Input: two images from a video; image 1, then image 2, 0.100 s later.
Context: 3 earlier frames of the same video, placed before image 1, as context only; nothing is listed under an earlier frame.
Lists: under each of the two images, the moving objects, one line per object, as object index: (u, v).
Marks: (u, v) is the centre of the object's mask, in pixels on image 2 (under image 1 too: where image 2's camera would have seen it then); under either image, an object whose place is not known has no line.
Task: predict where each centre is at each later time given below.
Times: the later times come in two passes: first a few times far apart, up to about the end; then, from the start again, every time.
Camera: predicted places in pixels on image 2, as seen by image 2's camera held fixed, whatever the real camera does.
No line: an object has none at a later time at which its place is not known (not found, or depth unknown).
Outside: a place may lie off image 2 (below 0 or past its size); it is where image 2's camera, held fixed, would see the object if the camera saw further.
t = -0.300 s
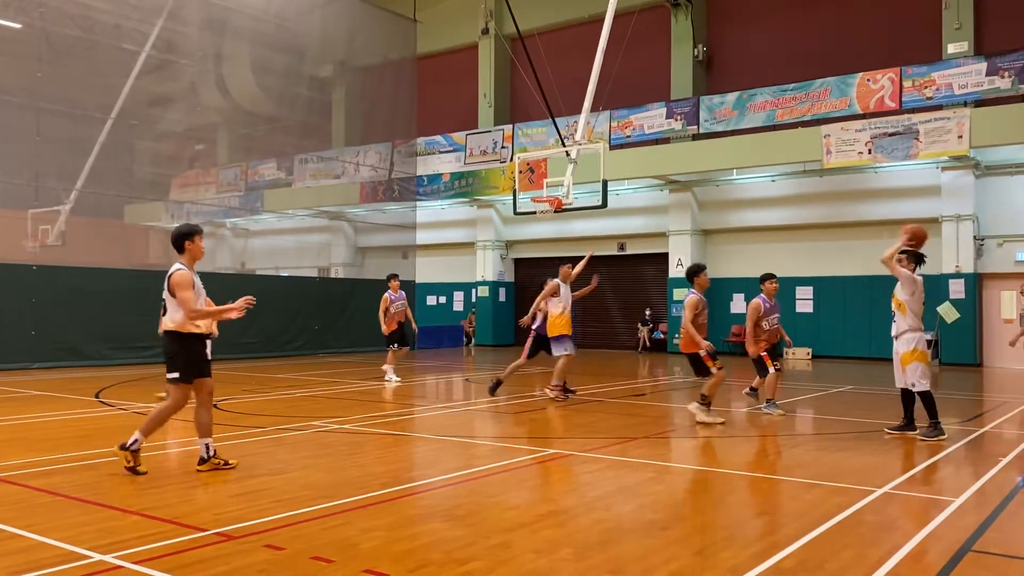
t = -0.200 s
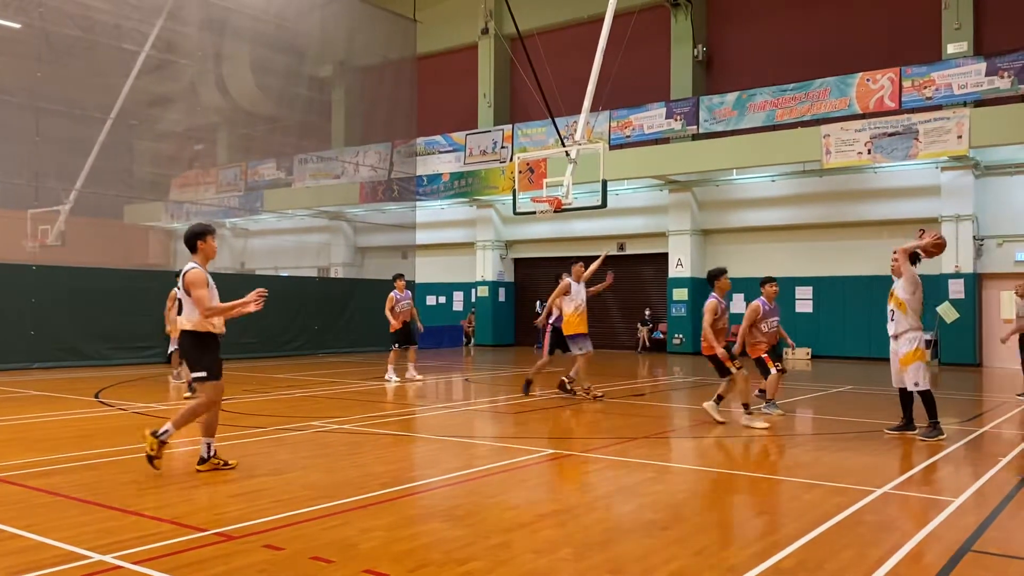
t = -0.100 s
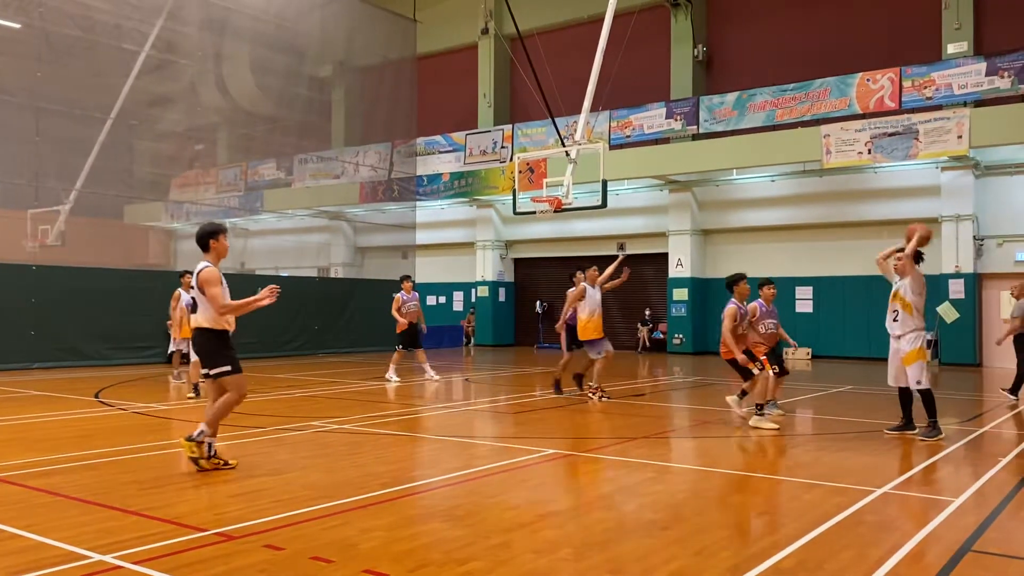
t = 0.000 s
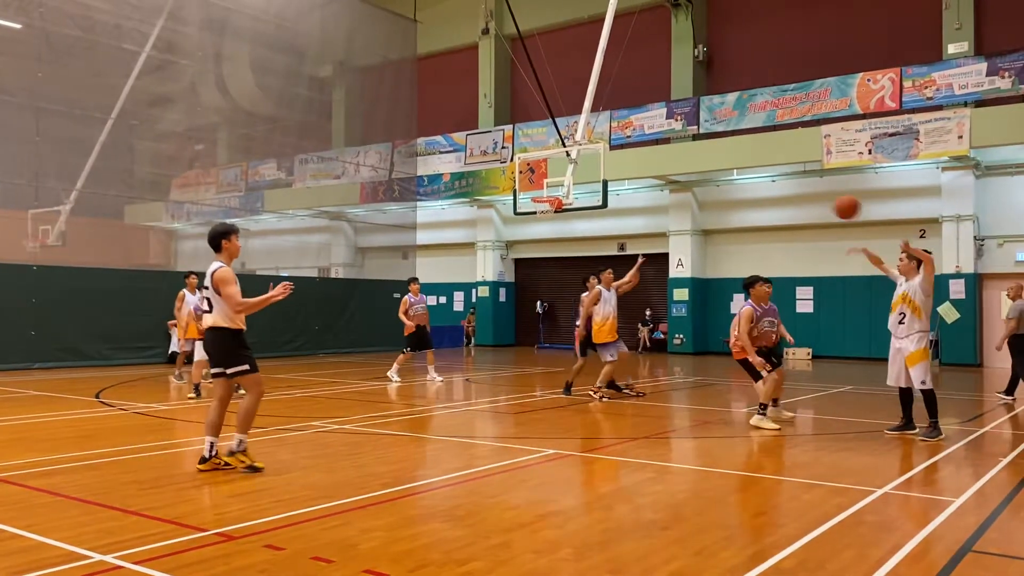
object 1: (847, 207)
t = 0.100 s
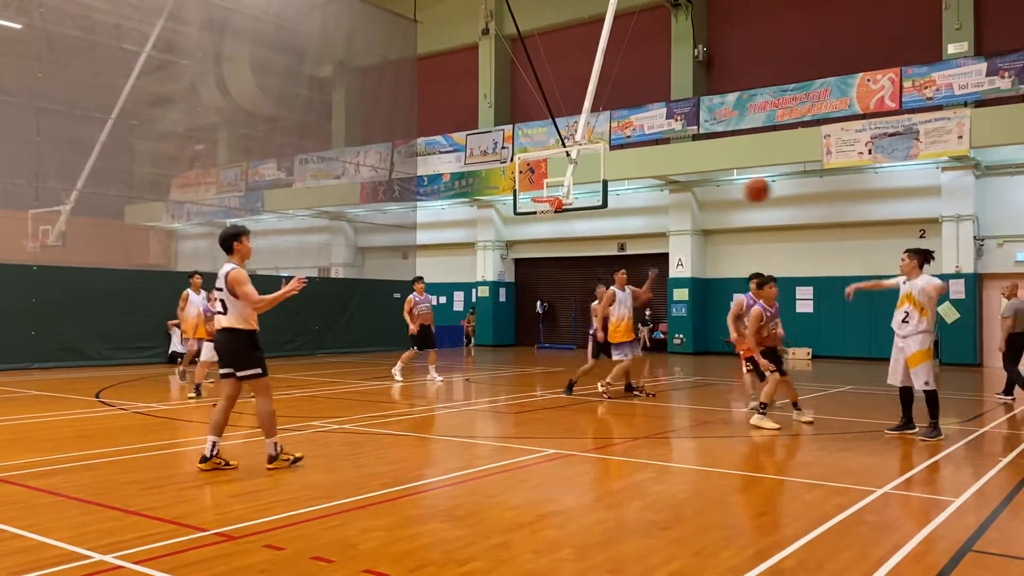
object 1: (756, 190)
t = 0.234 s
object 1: (633, 181)
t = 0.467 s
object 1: (401, 210)
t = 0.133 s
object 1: (726, 186)
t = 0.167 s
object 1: (695, 183)
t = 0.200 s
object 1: (664, 182)
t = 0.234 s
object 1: (633, 181)
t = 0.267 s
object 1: (600, 183)
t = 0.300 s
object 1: (568, 183)
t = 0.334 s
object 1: (536, 187)
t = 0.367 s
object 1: (503, 191)
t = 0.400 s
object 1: (470, 195)
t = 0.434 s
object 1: (436, 201)
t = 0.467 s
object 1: (401, 210)
